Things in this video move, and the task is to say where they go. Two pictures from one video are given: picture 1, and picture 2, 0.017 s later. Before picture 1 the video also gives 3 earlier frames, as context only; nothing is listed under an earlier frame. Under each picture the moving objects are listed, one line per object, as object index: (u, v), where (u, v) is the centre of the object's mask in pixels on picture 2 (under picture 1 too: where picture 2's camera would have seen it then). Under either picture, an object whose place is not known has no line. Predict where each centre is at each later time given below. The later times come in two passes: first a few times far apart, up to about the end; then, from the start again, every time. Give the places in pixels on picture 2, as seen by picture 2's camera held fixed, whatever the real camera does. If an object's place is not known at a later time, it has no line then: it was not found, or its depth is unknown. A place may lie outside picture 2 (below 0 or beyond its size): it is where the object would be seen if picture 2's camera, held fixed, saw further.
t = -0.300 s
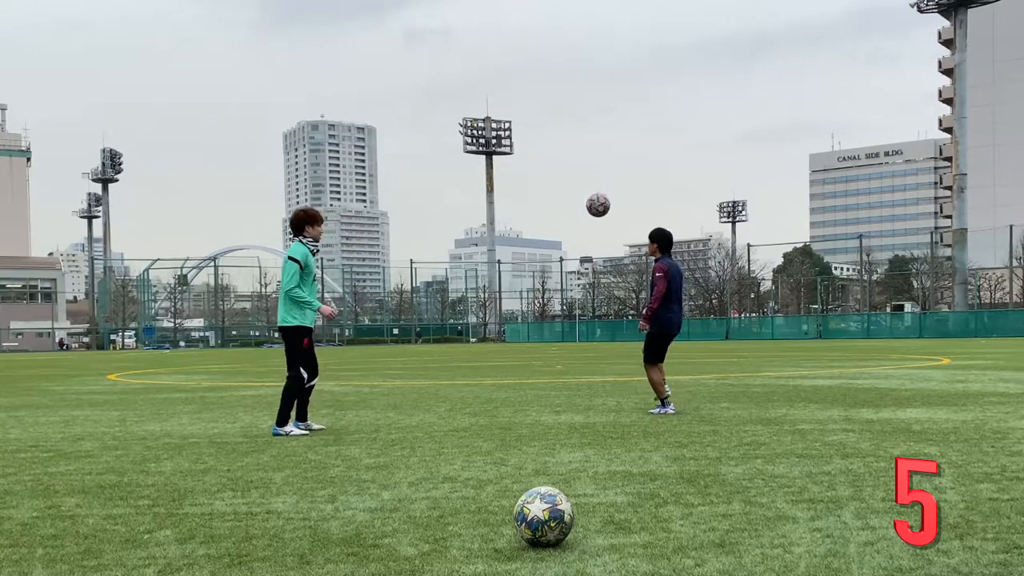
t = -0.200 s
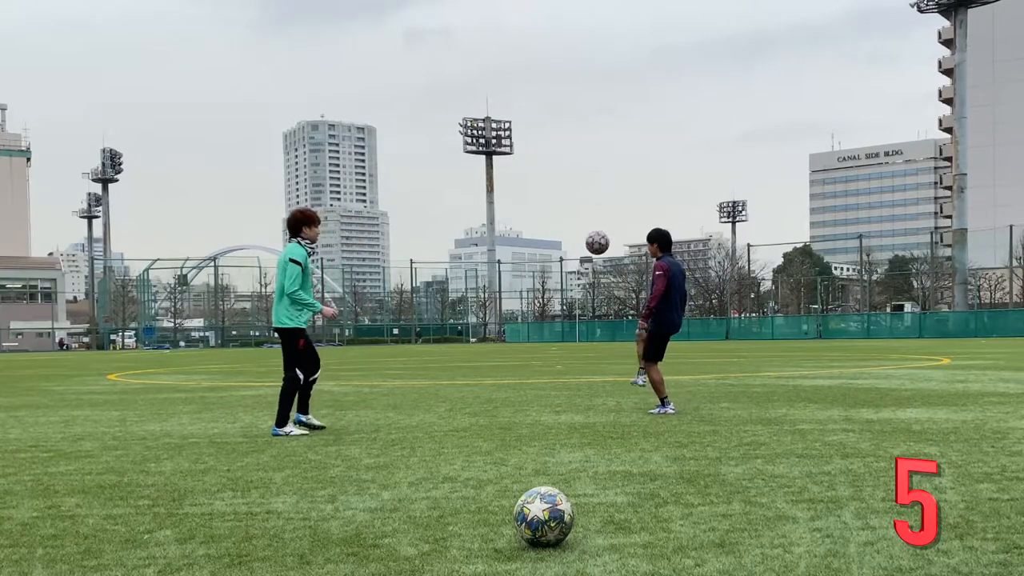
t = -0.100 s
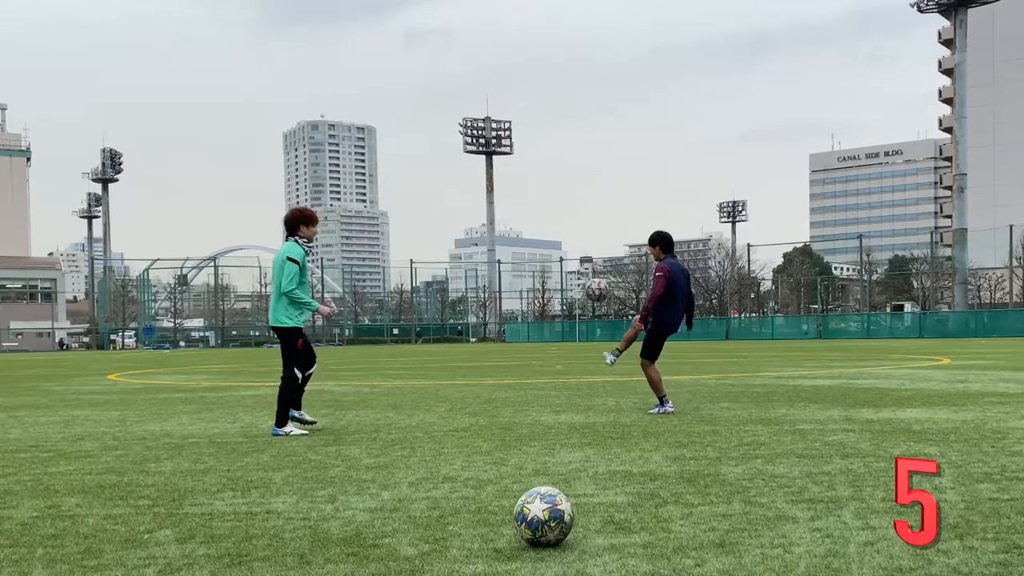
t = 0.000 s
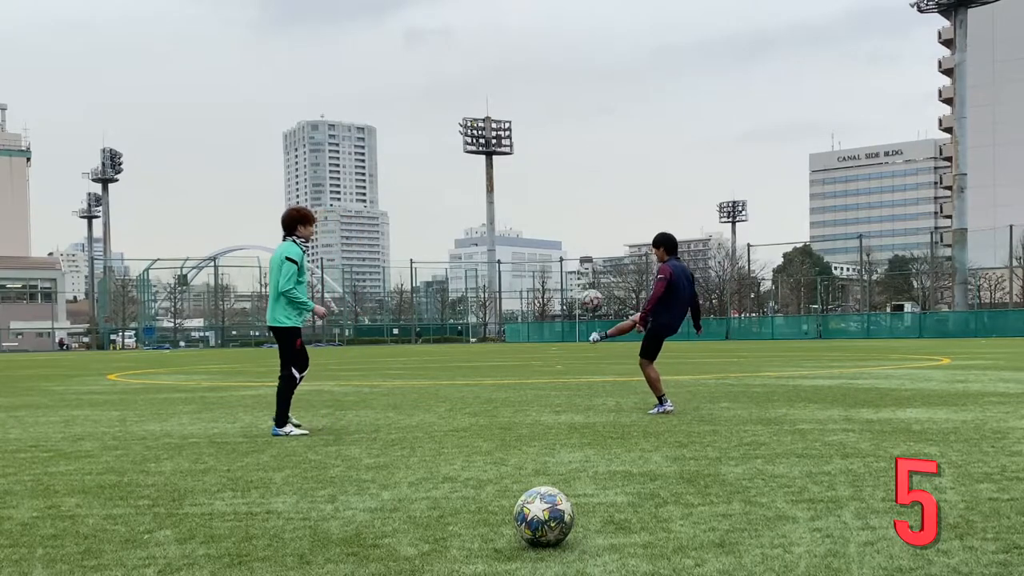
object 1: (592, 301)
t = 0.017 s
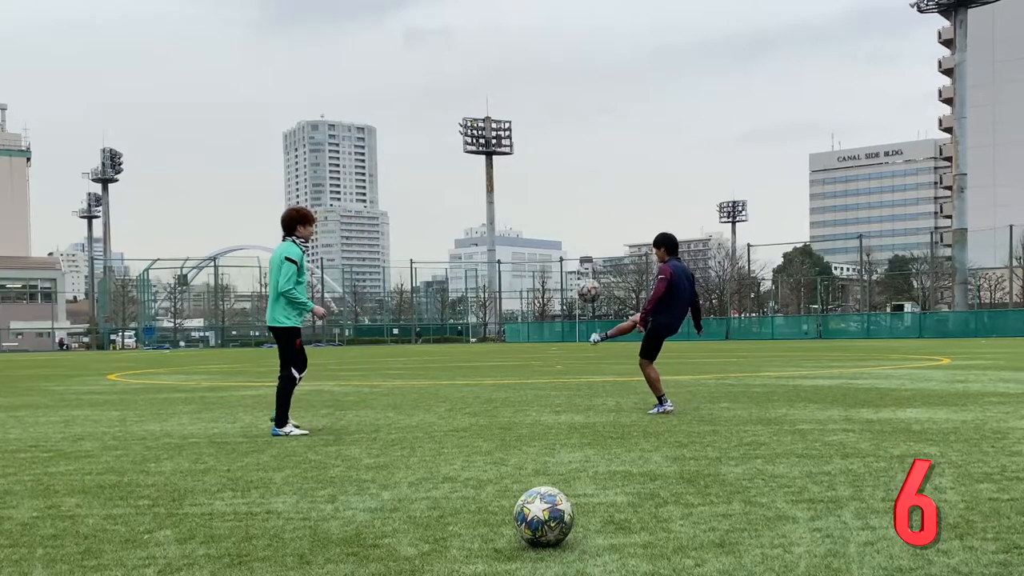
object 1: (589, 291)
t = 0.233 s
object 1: (558, 181)
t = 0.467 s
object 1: (522, 114)
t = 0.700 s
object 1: (485, 107)
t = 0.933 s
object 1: (448, 168)
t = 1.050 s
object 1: (430, 223)
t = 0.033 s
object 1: (587, 281)
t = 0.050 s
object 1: (585, 271)
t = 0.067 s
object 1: (582, 262)
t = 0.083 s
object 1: (580, 253)
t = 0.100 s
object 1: (577, 244)
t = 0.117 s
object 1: (575, 235)
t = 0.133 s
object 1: (572, 226)
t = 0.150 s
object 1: (570, 218)
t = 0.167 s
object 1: (567, 210)
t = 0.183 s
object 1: (565, 202)
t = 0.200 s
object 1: (562, 195)
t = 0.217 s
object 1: (560, 187)
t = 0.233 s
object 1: (558, 181)
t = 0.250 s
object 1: (555, 174)
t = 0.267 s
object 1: (553, 167)
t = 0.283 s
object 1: (550, 161)
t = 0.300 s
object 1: (547, 155)
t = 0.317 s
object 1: (545, 150)
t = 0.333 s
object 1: (542, 145)
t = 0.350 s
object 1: (540, 140)
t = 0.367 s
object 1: (537, 135)
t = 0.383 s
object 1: (535, 131)
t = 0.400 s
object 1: (532, 127)
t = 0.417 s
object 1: (530, 123)
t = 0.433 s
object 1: (527, 120)
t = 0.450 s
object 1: (525, 117)
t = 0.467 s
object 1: (522, 114)
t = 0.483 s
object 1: (519, 111)
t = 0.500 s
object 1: (517, 109)
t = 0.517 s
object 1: (514, 107)
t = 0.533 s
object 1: (512, 105)
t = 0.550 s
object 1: (509, 104)
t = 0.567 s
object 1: (506, 103)
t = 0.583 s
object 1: (503, 103)
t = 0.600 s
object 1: (501, 103)
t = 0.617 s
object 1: (498, 103)
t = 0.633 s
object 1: (496, 103)
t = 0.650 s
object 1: (493, 103)
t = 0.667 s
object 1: (490, 104)
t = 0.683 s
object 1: (488, 106)
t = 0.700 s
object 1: (485, 107)
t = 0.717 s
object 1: (482, 110)
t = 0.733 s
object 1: (480, 112)
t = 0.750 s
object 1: (477, 115)
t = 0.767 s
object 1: (474, 117)
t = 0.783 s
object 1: (472, 122)
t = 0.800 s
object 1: (469, 125)
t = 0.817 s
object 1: (466, 129)
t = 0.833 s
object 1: (464, 134)
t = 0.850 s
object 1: (461, 138)
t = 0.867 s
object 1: (458, 143)
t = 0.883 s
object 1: (456, 149)
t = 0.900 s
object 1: (453, 155)
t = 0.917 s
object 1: (451, 161)
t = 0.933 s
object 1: (448, 168)
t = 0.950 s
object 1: (446, 174)
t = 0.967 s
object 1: (443, 182)
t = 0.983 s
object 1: (440, 189)
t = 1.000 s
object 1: (438, 197)
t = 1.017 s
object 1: (435, 205)
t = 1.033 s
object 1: (432, 214)
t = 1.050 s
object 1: (430, 223)
